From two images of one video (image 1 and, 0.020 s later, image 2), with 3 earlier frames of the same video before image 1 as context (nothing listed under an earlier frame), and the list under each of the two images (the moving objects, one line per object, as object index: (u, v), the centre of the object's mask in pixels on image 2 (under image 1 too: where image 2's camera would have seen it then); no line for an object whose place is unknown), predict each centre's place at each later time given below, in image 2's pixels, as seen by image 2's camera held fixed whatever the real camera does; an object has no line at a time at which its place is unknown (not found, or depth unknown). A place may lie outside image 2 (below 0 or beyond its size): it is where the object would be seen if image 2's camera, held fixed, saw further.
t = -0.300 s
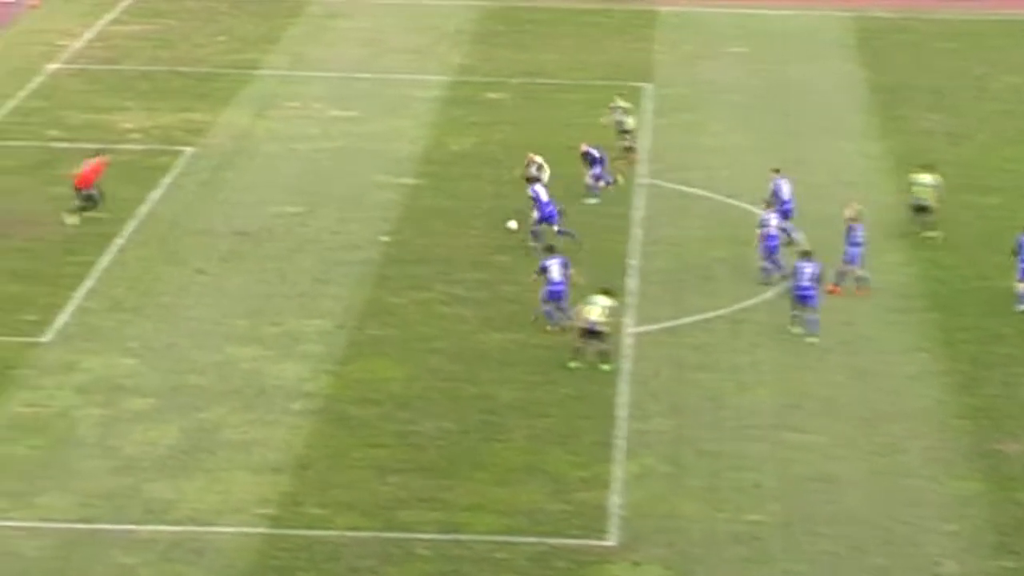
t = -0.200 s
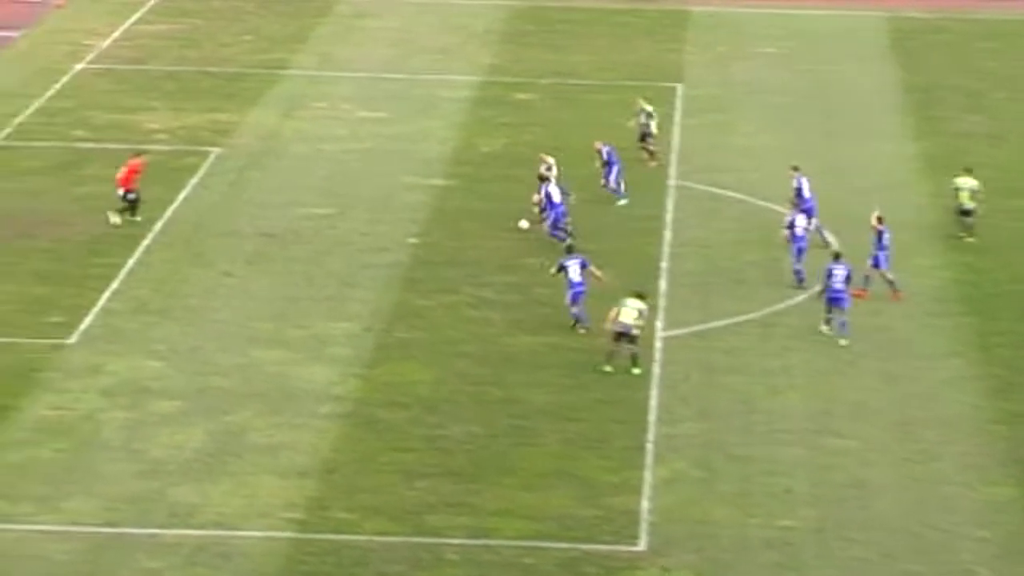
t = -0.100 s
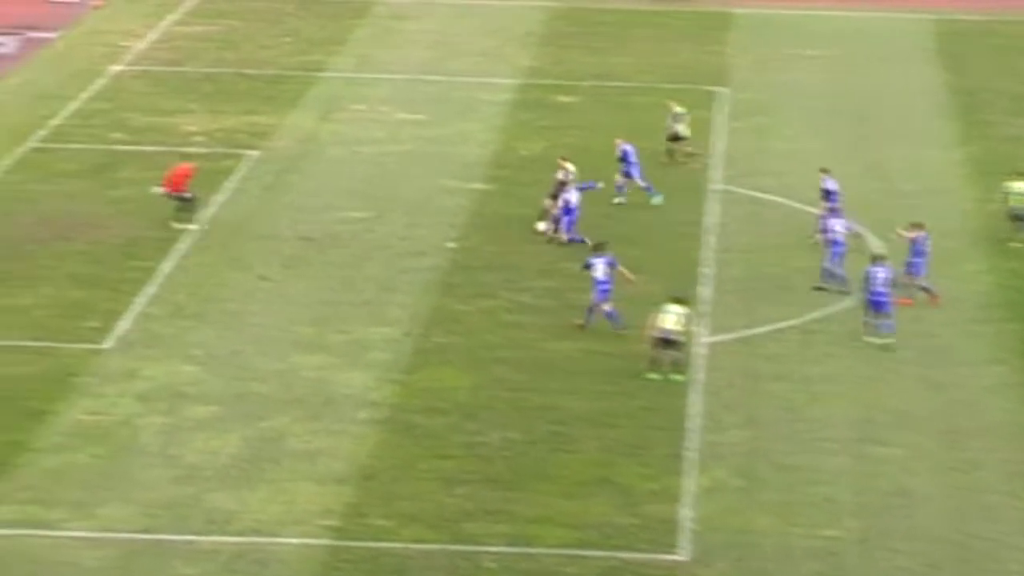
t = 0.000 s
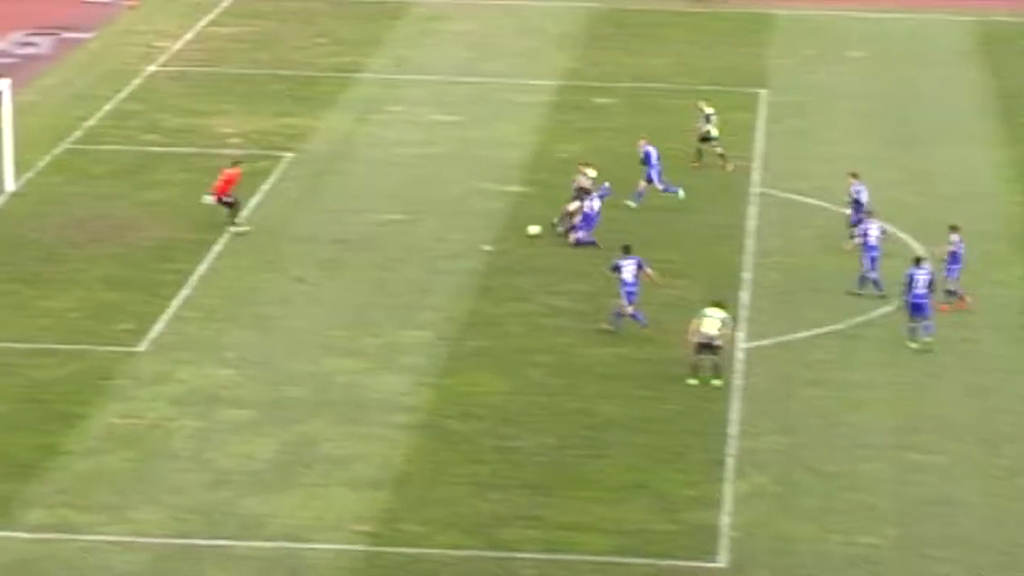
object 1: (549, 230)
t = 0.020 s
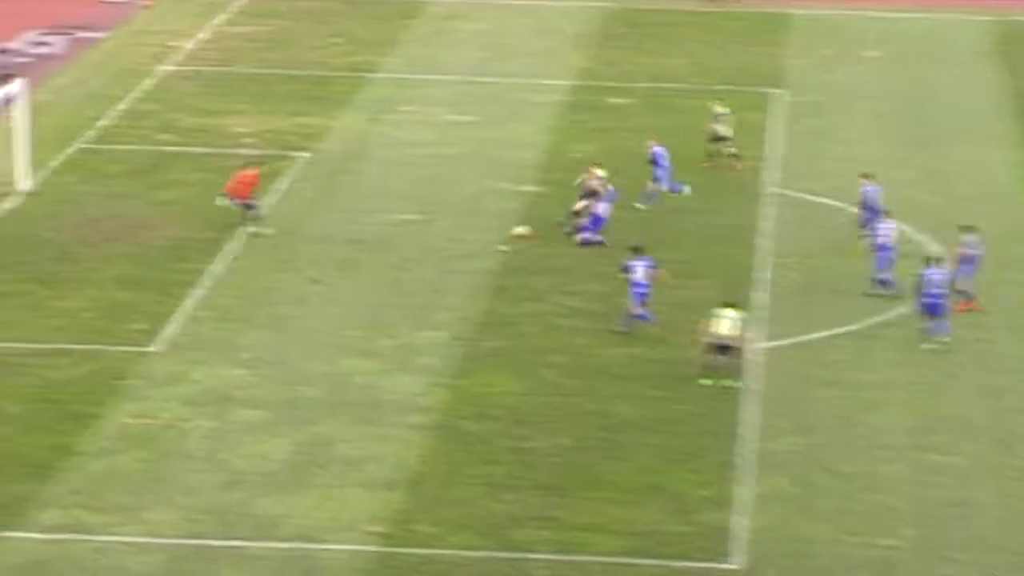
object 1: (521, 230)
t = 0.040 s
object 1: (512, 231)
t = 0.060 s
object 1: (482, 232)
